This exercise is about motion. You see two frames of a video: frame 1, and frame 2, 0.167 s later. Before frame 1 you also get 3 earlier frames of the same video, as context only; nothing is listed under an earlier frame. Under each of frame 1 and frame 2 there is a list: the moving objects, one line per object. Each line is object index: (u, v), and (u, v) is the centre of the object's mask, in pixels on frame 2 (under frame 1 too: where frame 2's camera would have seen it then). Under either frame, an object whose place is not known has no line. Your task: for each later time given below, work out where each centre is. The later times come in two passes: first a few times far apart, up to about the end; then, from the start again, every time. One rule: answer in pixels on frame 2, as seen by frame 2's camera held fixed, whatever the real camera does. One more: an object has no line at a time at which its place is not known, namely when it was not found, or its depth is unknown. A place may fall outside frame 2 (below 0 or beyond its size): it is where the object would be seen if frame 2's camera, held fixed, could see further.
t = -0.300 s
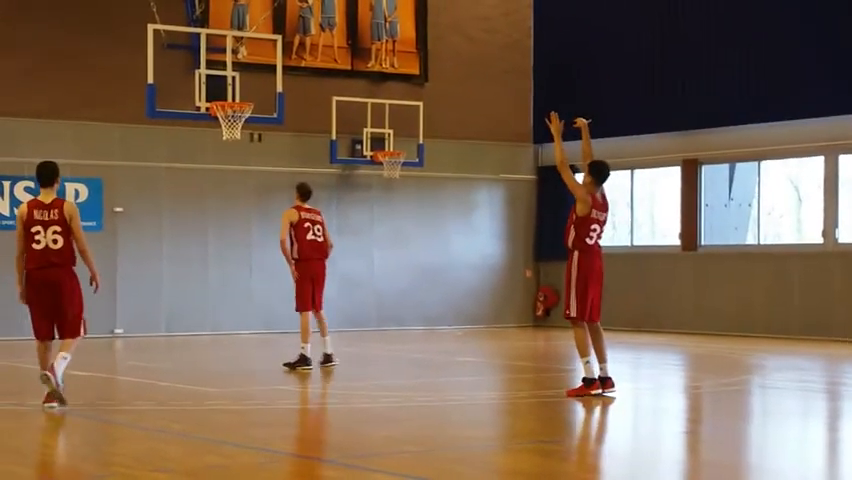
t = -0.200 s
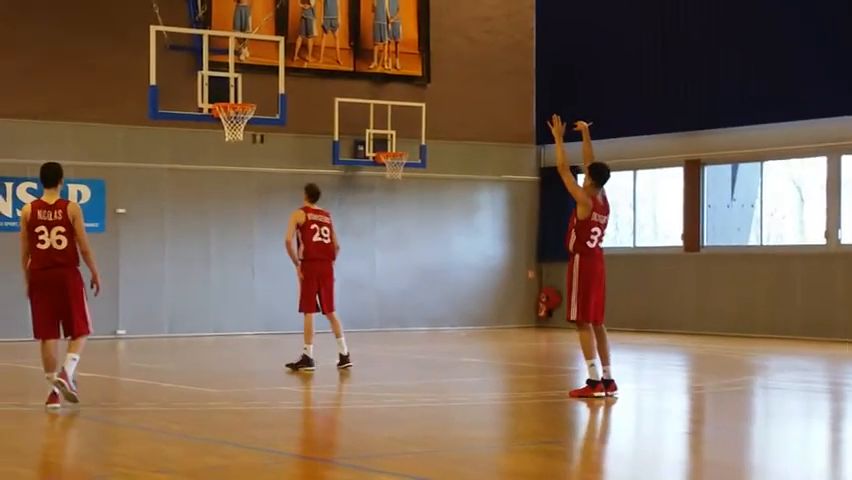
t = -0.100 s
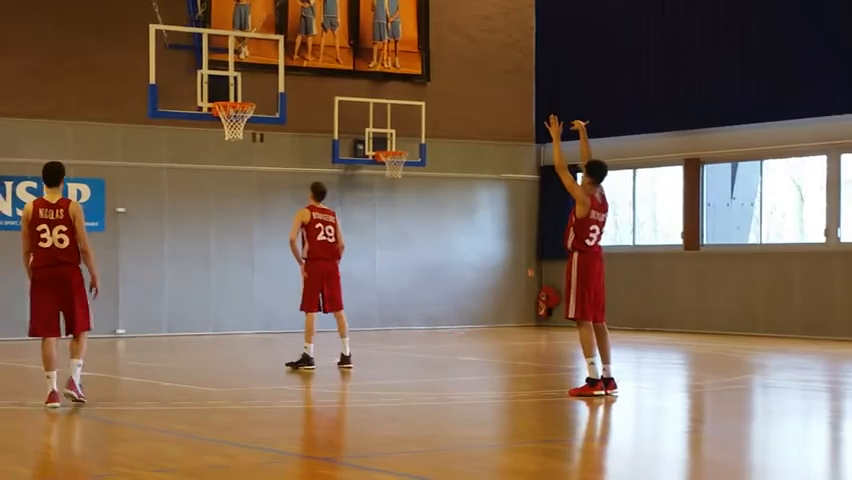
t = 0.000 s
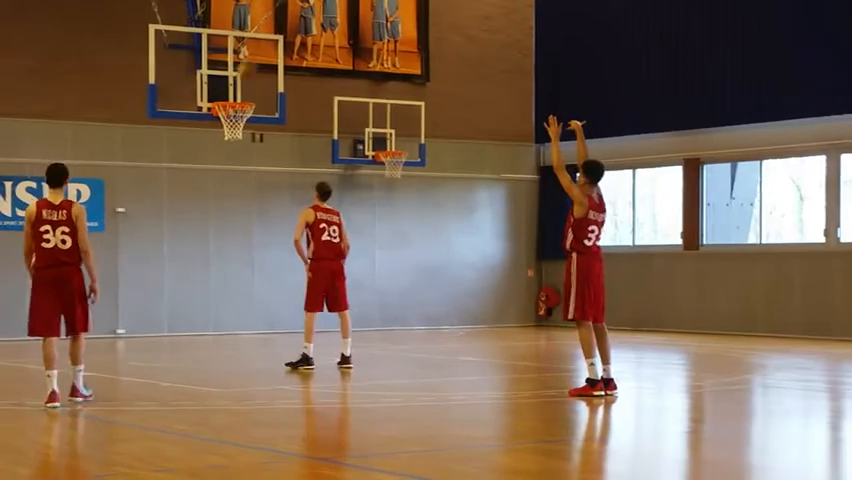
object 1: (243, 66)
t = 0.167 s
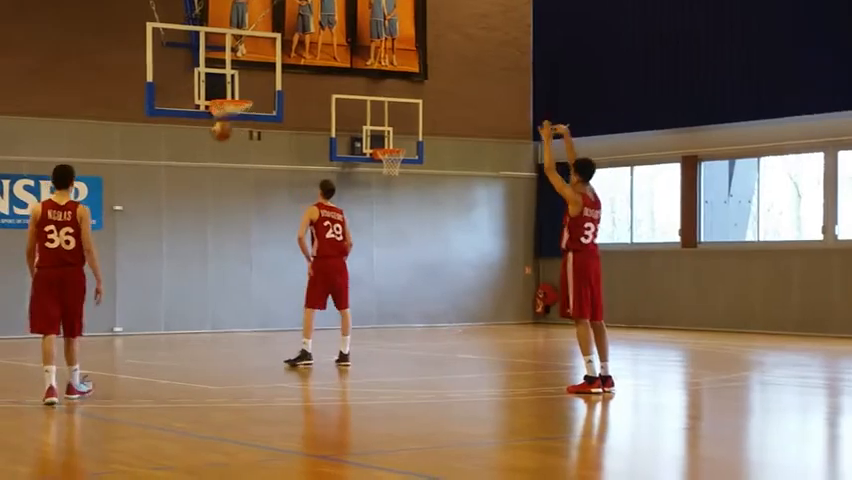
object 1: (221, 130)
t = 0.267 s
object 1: (216, 148)
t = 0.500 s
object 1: (207, 220)
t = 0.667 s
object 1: (200, 295)
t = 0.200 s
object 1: (220, 137)
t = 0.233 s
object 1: (219, 141)
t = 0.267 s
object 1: (216, 148)
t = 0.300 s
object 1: (215, 156)
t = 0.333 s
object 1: (214, 165)
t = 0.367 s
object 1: (214, 174)
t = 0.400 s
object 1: (212, 184)
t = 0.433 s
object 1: (209, 196)
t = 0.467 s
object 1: (208, 206)
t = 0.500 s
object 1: (207, 220)
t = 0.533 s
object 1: (206, 232)
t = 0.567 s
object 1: (205, 247)
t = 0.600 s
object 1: (203, 262)
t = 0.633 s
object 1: (202, 278)
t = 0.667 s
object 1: (200, 295)
